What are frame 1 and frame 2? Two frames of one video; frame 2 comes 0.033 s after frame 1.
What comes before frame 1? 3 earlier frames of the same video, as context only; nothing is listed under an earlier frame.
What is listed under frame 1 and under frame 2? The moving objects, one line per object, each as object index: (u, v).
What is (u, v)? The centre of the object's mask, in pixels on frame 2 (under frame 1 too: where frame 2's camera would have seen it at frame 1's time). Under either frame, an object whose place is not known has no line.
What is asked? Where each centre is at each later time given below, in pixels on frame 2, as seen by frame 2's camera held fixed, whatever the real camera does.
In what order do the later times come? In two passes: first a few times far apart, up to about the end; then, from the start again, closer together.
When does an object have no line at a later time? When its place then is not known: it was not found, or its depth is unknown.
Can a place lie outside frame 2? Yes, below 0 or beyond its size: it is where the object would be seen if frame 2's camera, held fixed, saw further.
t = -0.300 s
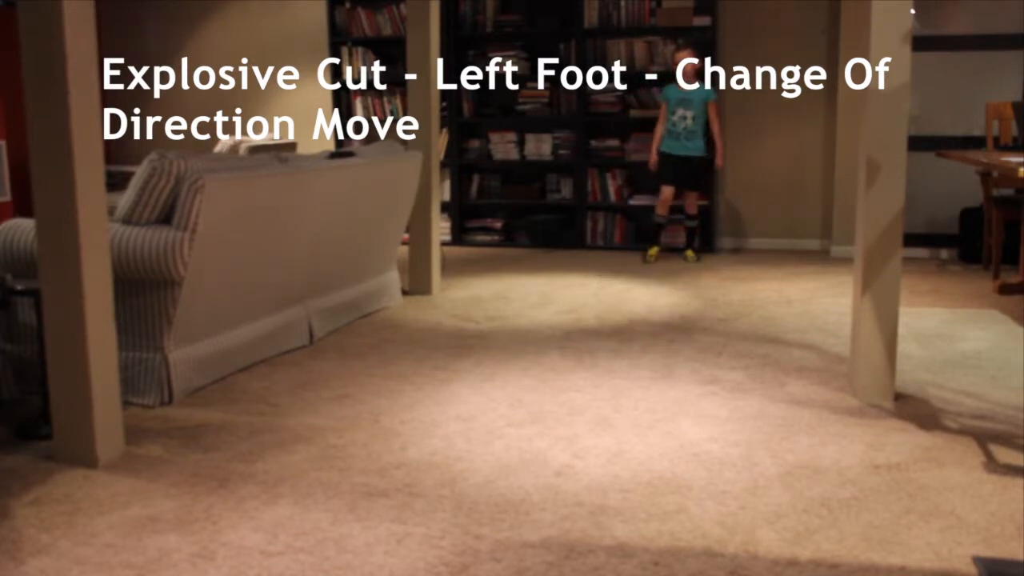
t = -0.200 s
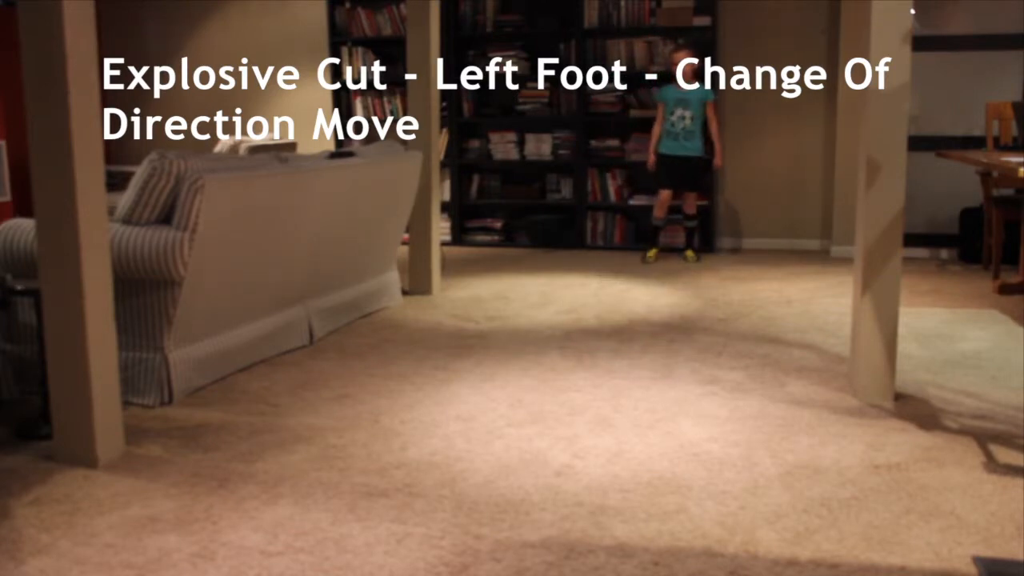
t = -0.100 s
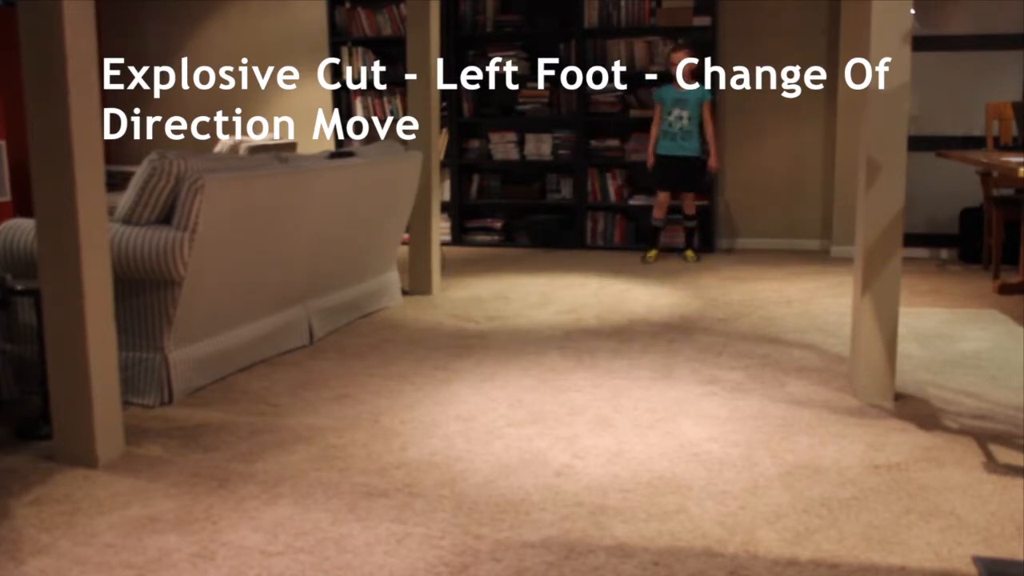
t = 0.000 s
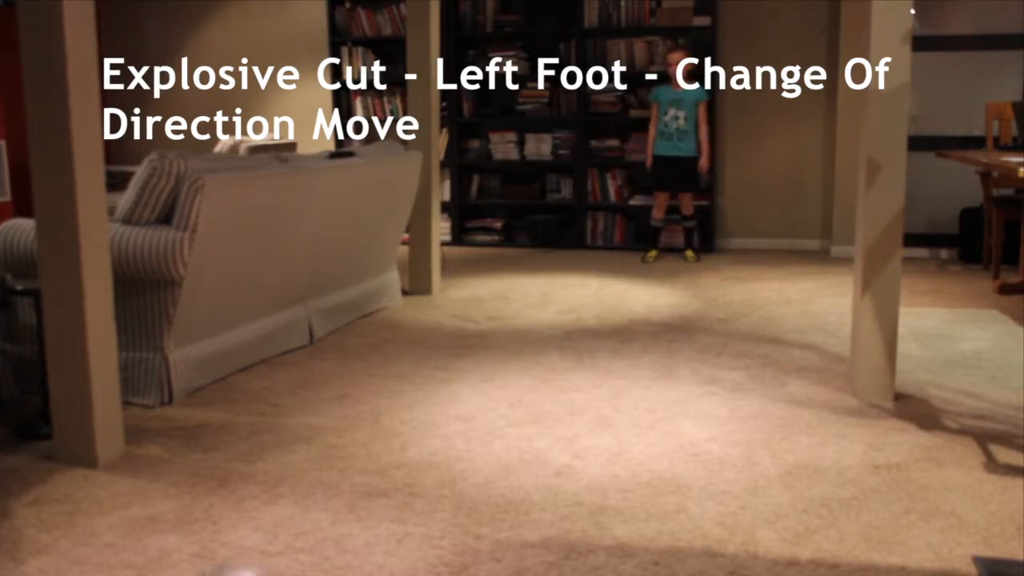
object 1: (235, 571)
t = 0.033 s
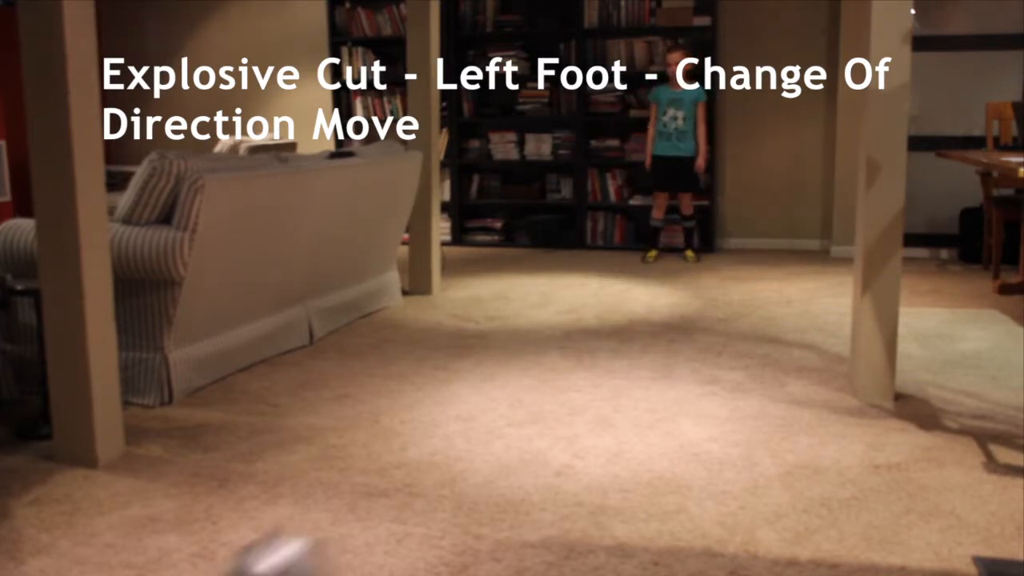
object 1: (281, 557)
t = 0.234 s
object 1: (440, 429)
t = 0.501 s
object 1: (521, 346)
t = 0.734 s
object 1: (559, 305)
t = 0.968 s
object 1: (586, 280)
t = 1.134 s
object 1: (600, 266)
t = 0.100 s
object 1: (345, 514)
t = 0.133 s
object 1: (373, 484)
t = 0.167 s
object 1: (398, 461)
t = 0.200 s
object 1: (420, 443)
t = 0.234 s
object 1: (440, 429)
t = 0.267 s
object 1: (454, 411)
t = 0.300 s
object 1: (467, 396)
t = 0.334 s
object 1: (480, 385)
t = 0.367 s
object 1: (490, 377)
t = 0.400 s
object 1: (500, 365)
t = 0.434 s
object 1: (507, 356)
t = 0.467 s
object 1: (514, 349)
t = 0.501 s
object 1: (521, 346)
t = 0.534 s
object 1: (528, 338)
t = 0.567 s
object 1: (534, 330)
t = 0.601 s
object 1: (540, 322)
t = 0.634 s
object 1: (545, 318)
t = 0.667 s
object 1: (550, 318)
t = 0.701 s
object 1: (555, 312)
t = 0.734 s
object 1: (559, 305)
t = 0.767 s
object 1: (563, 300)
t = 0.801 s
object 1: (567, 298)
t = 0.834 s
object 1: (571, 295)
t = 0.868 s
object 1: (575, 290)
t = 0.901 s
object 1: (579, 287)
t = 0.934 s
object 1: (582, 284)
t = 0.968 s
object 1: (586, 280)
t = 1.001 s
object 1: (589, 277)
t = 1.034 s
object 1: (591, 275)
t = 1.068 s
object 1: (595, 271)
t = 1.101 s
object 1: (597, 269)
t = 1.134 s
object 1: (600, 266)
